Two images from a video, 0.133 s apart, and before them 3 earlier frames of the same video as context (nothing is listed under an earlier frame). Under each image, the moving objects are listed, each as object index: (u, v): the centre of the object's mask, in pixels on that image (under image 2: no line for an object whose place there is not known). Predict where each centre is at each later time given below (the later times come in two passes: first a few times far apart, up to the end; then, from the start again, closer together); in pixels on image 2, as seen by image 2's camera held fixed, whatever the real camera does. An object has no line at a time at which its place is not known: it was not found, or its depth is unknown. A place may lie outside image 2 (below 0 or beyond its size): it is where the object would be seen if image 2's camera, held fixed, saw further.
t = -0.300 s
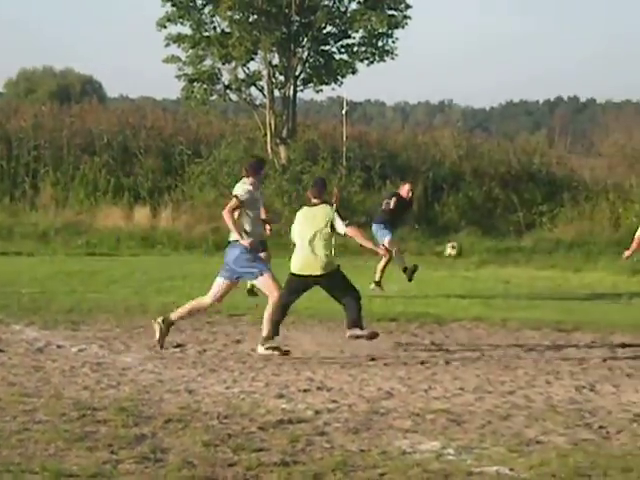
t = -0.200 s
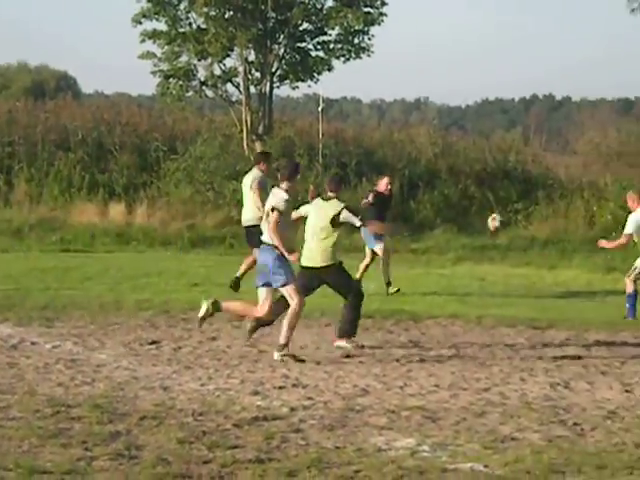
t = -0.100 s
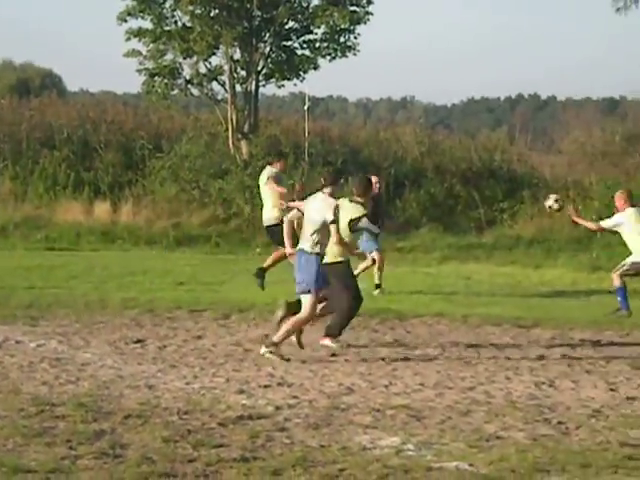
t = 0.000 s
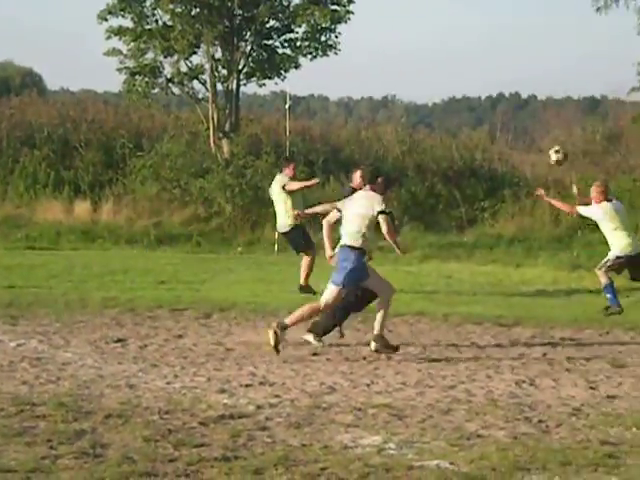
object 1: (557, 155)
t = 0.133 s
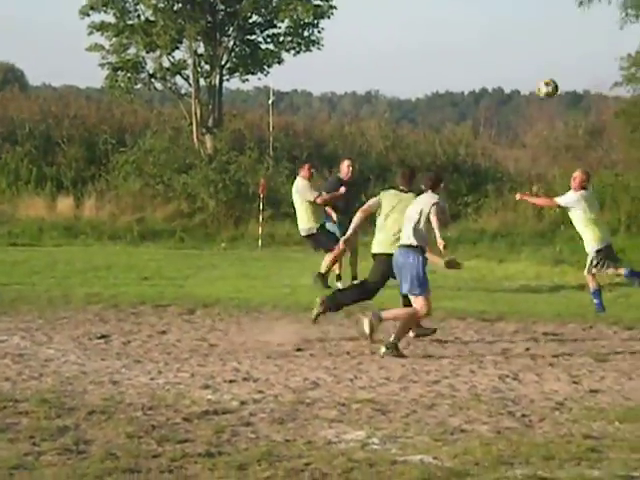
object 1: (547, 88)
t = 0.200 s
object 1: (552, 62)
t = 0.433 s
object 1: (562, 8)
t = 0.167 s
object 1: (550, 75)
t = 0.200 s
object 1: (552, 62)
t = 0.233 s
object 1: (553, 51)
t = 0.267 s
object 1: (555, 41)
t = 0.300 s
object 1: (557, 32)
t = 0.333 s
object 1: (558, 23)
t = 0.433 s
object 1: (562, 8)
